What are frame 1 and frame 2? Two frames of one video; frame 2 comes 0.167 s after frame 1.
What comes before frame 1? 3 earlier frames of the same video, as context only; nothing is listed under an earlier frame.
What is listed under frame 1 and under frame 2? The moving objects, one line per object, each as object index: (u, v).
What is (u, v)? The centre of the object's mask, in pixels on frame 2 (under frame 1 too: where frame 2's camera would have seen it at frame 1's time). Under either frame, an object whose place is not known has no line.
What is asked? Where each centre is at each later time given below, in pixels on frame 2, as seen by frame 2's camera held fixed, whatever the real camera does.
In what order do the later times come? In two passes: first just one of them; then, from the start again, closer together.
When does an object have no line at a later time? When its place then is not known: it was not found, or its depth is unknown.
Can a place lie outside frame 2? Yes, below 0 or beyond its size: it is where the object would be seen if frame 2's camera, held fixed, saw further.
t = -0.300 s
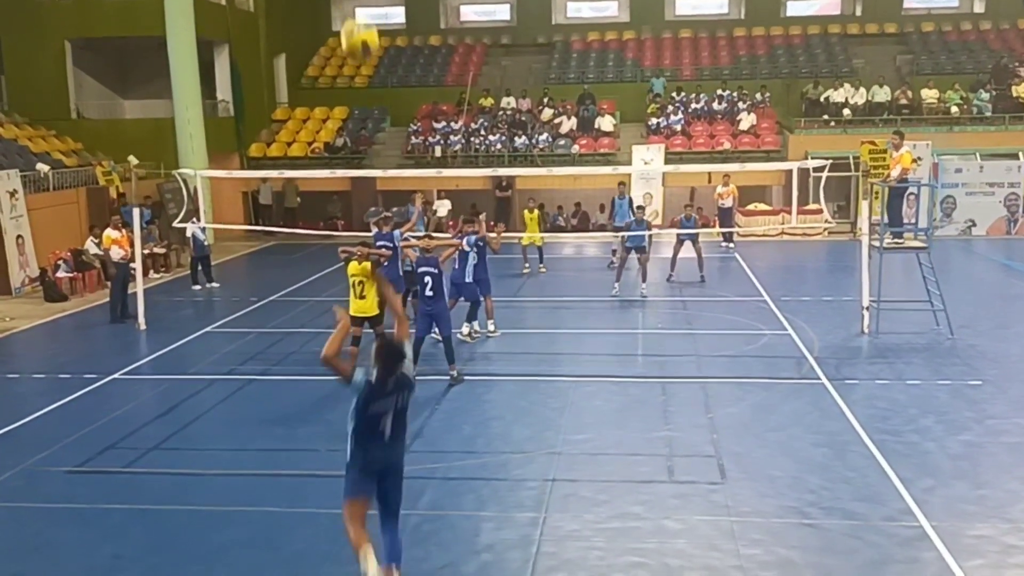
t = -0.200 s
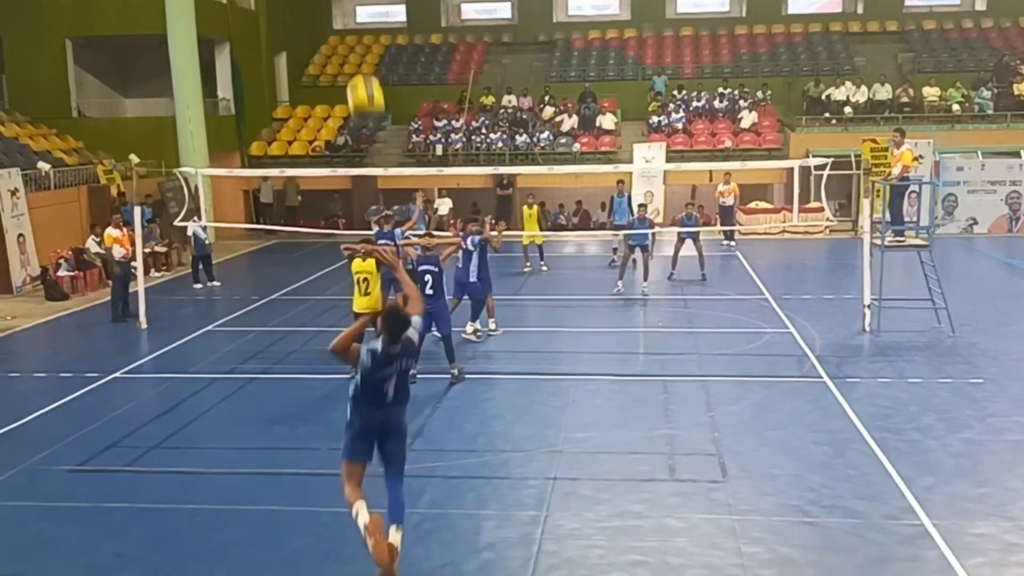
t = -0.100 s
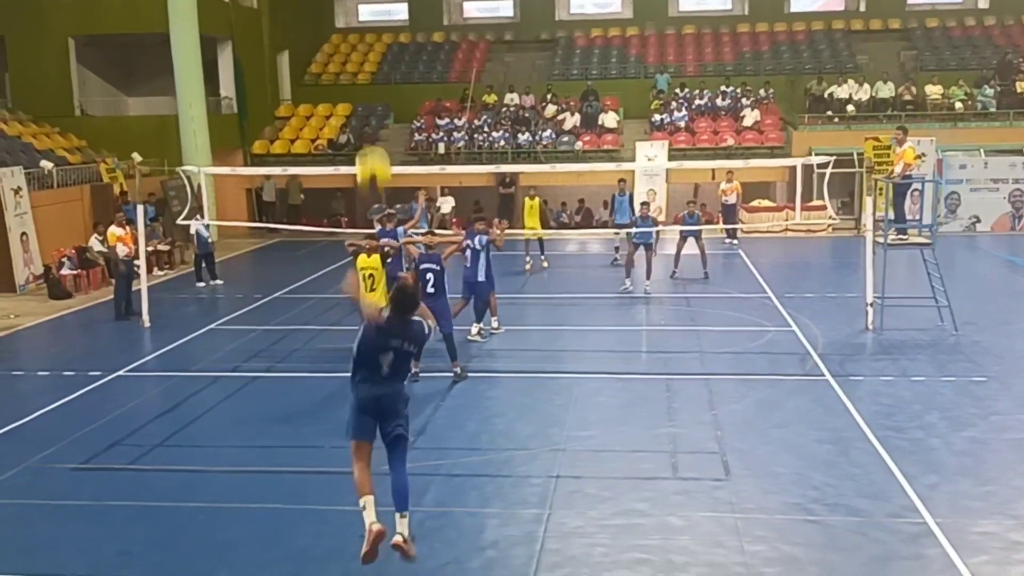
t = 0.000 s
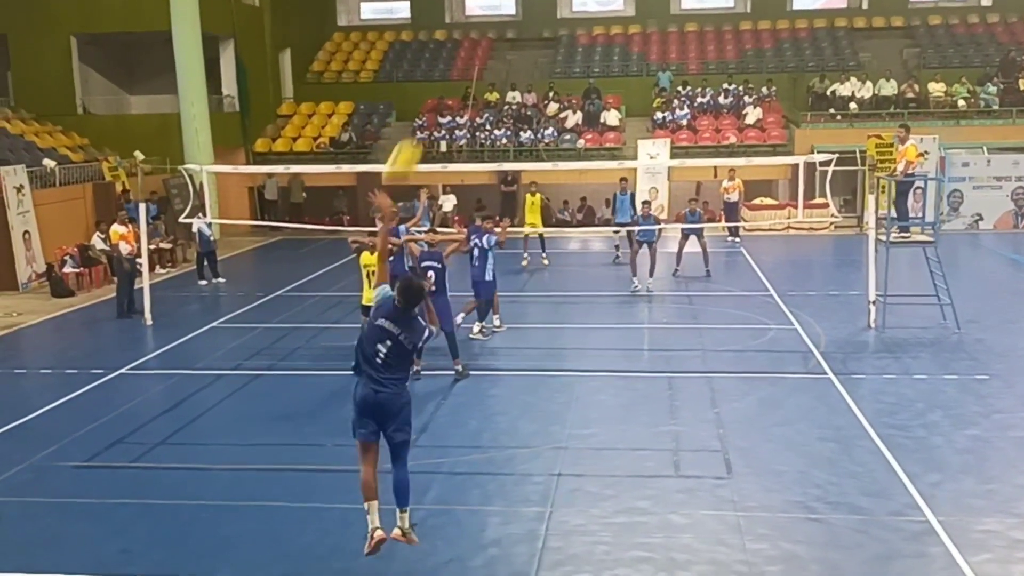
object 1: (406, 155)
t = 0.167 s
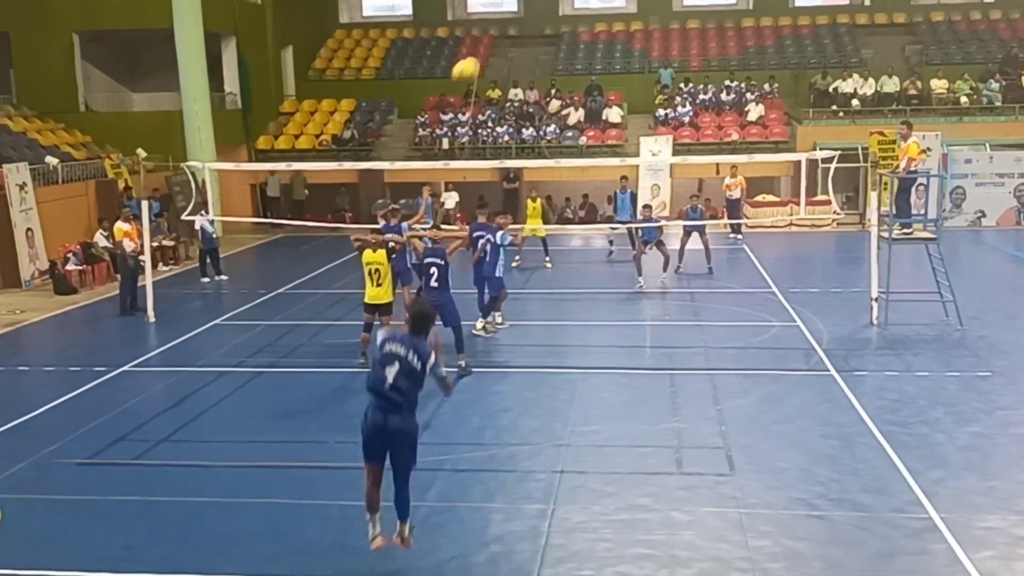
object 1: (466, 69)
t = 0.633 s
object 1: (544, 90)
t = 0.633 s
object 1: (544, 90)
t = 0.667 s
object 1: (548, 98)
